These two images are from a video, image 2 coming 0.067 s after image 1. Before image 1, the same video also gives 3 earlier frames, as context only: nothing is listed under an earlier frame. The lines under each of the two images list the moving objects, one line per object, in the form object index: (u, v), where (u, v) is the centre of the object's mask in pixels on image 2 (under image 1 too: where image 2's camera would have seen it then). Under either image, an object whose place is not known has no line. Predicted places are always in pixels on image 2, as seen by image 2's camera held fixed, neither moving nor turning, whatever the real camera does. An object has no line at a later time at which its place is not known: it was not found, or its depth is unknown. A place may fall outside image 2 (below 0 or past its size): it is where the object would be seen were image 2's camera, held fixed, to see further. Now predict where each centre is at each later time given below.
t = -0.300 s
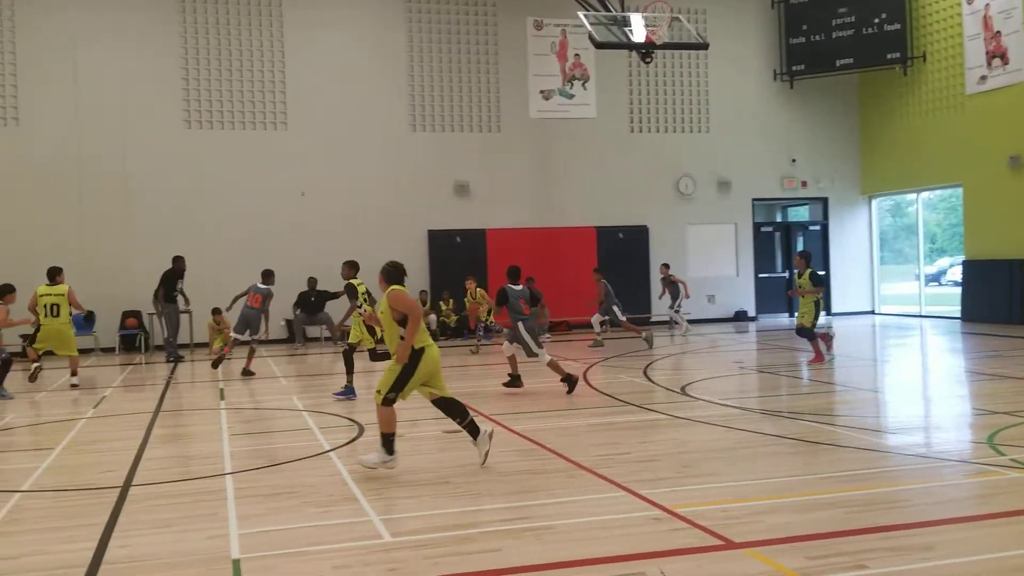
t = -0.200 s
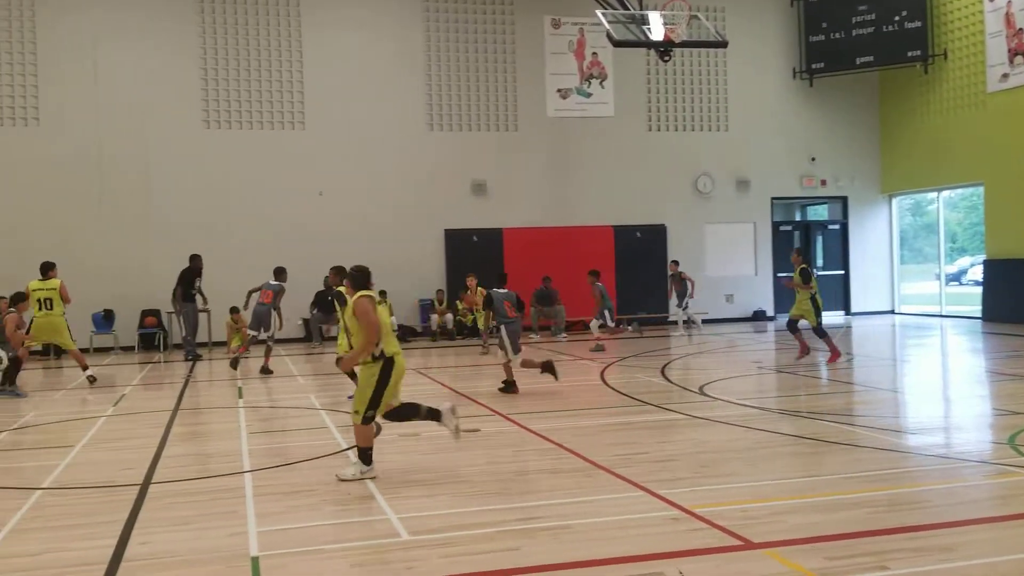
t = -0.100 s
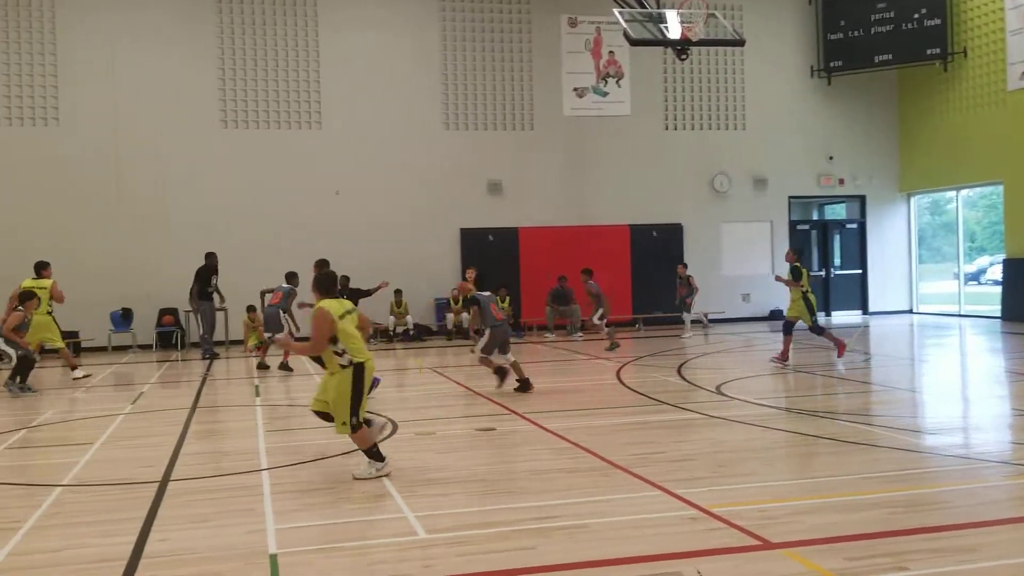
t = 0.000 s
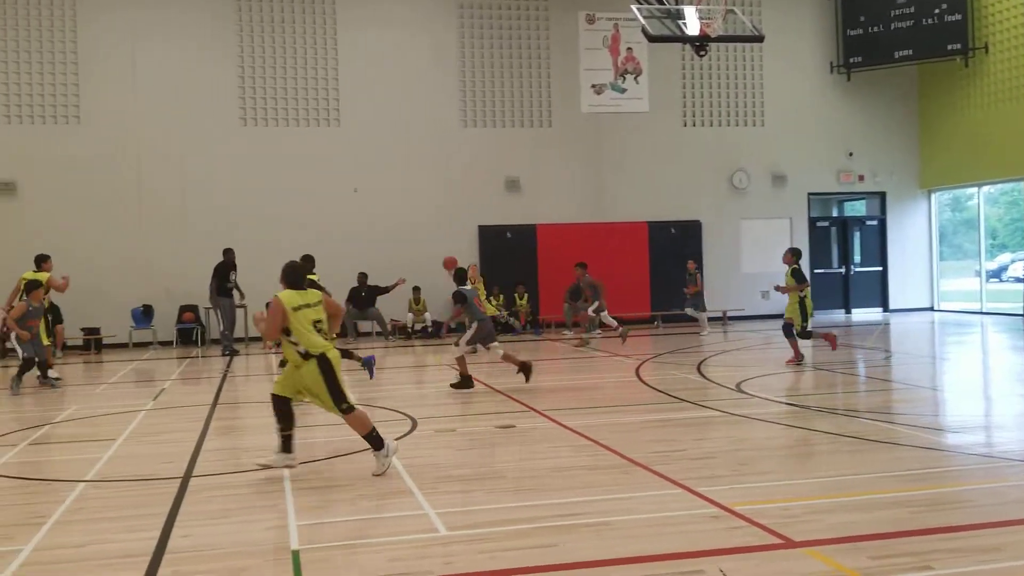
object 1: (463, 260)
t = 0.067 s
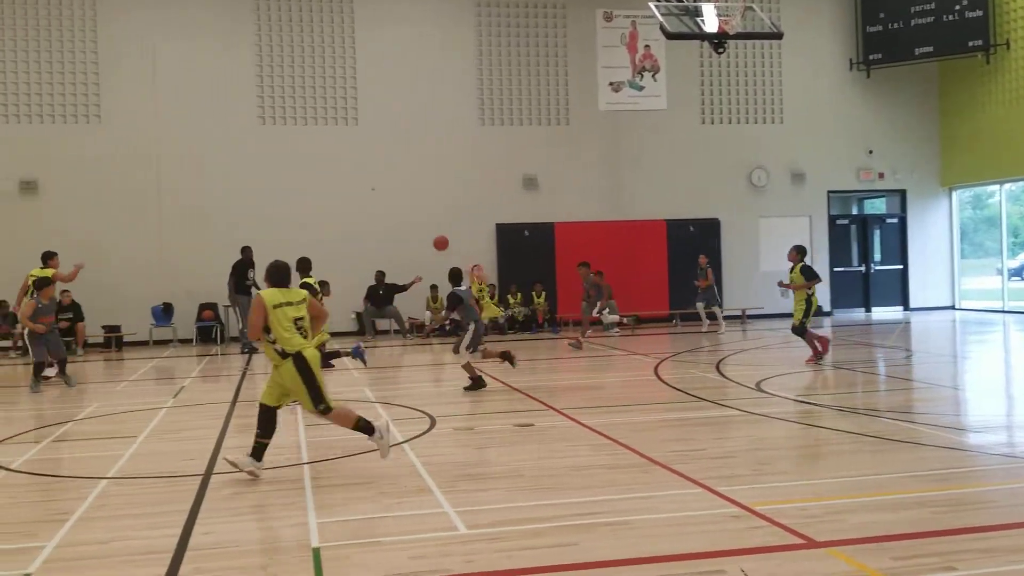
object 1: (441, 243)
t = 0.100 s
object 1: (429, 235)
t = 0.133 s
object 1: (417, 227)
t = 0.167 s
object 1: (404, 220)
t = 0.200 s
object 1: (391, 213)
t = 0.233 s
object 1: (378, 206)
